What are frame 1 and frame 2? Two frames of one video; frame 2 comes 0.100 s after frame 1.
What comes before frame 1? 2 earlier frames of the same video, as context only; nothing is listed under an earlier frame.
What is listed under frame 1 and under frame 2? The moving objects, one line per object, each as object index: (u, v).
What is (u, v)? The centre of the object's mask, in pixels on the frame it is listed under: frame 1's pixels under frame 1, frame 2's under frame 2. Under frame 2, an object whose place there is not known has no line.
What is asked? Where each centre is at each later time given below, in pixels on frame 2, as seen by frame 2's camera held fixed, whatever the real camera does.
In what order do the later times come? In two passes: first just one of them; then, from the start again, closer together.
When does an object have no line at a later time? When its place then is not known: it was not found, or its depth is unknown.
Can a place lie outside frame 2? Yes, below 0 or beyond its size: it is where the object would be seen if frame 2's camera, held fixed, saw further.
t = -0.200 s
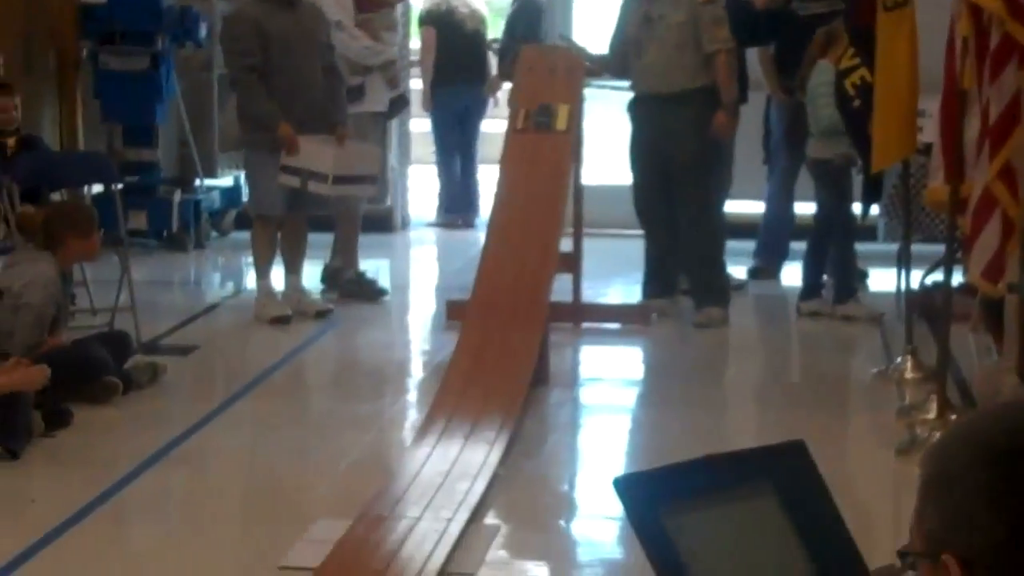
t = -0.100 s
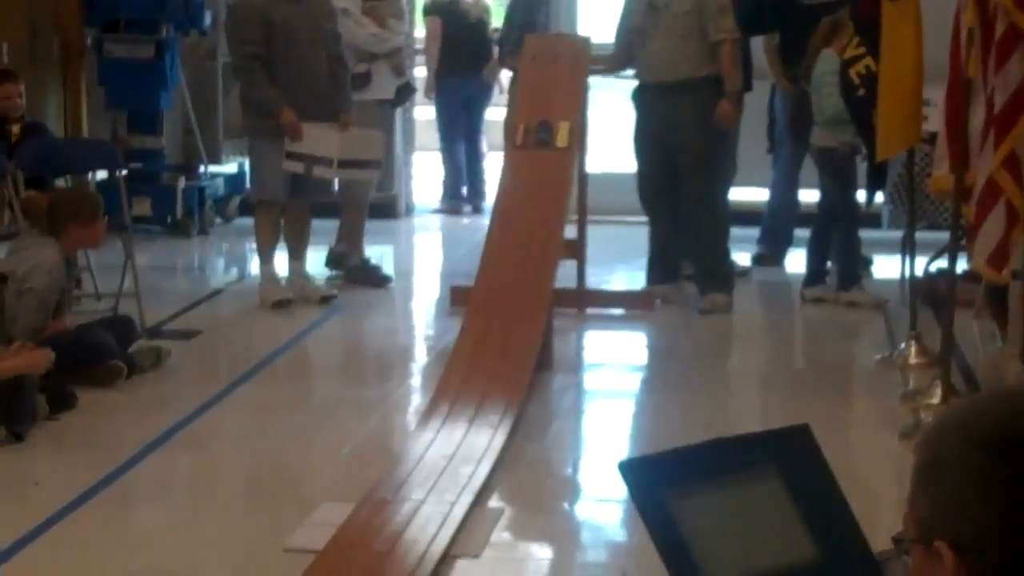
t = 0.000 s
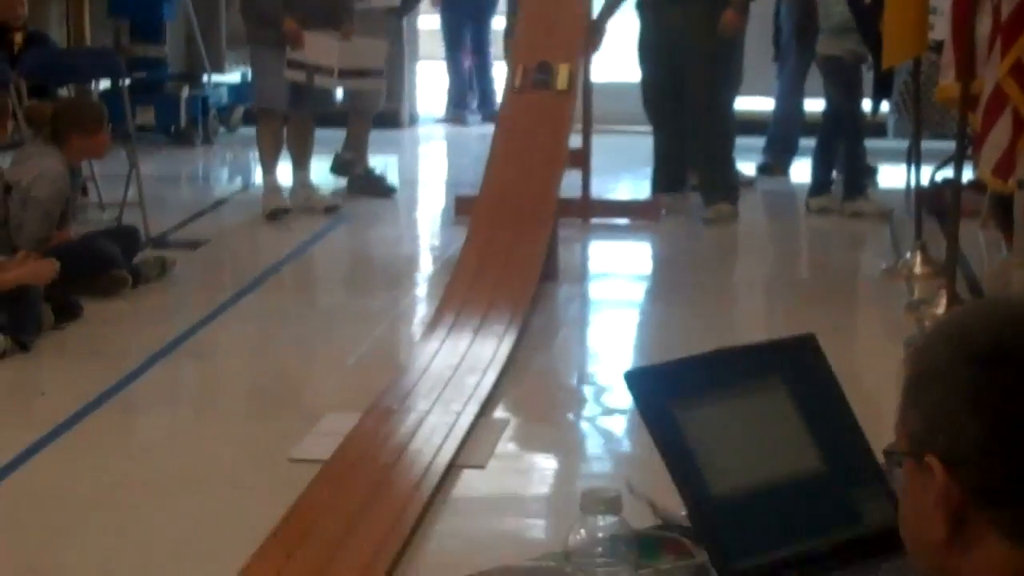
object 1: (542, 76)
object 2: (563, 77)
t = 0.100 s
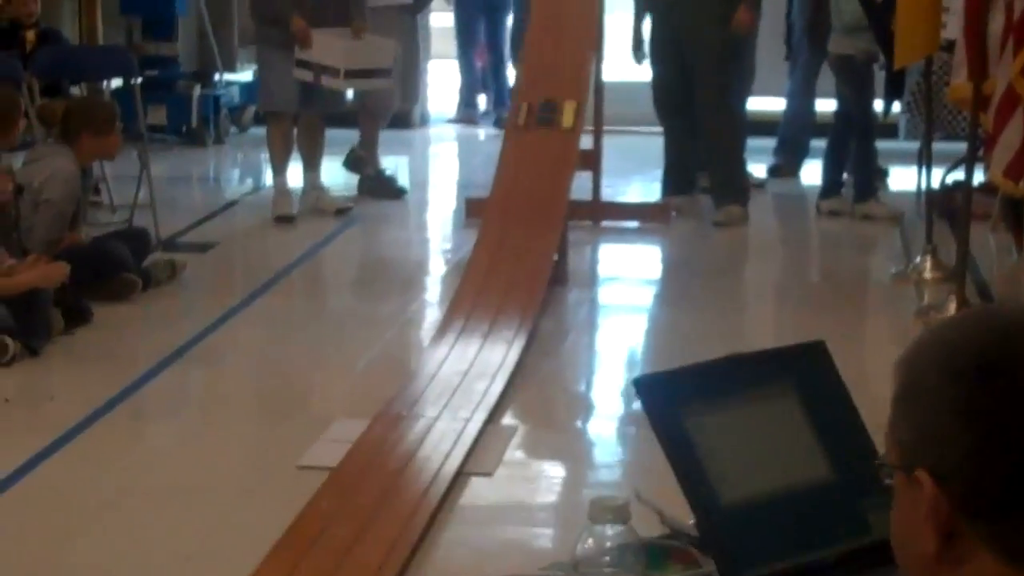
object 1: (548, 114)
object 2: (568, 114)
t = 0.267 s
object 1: (534, 183)
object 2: (553, 186)
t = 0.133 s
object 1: (544, 127)
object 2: (565, 129)
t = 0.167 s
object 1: (540, 142)
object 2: (560, 142)
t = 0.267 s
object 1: (534, 183)
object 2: (553, 186)
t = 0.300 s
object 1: (531, 198)
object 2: (551, 201)
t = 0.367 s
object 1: (523, 225)
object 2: (543, 229)
